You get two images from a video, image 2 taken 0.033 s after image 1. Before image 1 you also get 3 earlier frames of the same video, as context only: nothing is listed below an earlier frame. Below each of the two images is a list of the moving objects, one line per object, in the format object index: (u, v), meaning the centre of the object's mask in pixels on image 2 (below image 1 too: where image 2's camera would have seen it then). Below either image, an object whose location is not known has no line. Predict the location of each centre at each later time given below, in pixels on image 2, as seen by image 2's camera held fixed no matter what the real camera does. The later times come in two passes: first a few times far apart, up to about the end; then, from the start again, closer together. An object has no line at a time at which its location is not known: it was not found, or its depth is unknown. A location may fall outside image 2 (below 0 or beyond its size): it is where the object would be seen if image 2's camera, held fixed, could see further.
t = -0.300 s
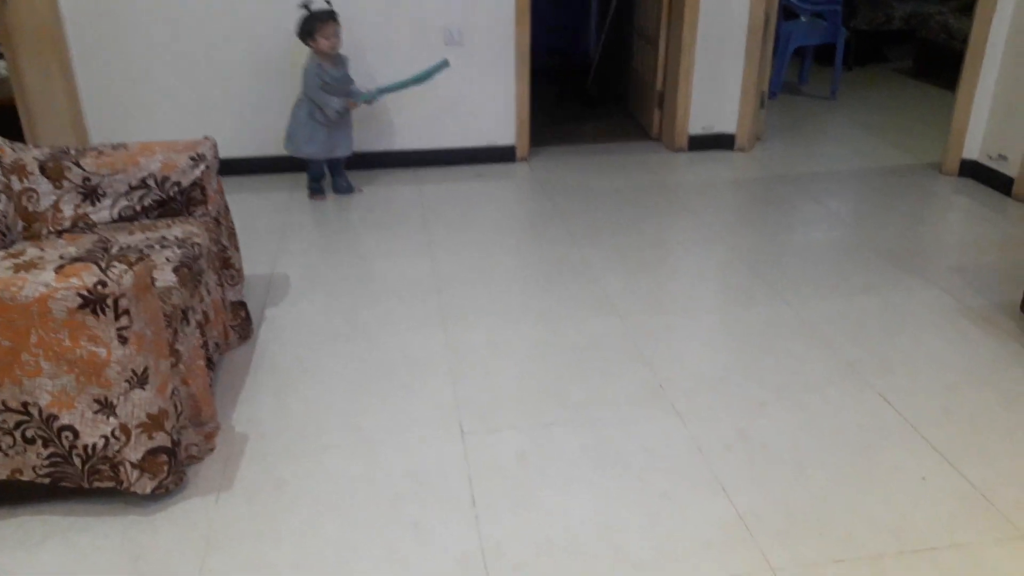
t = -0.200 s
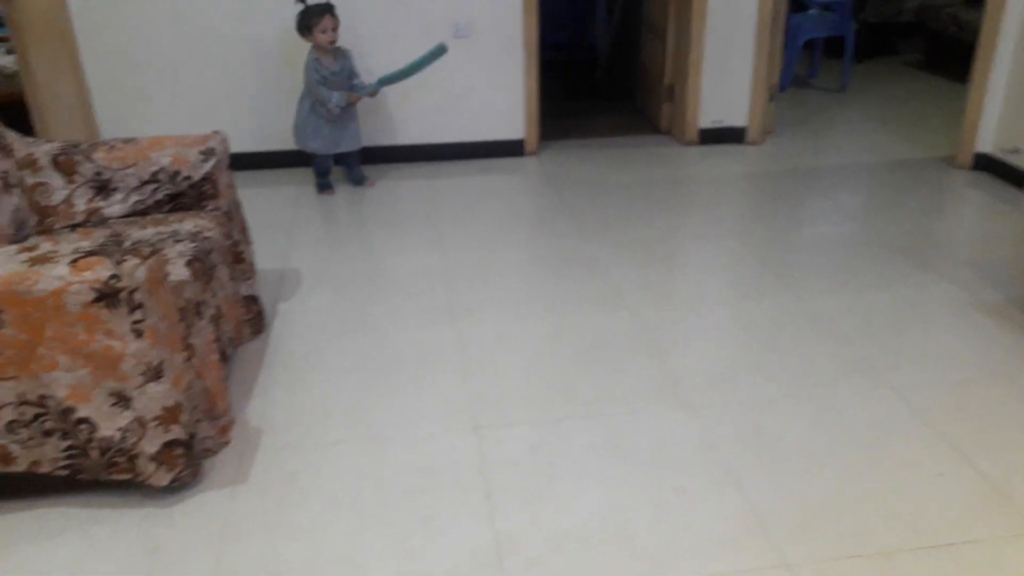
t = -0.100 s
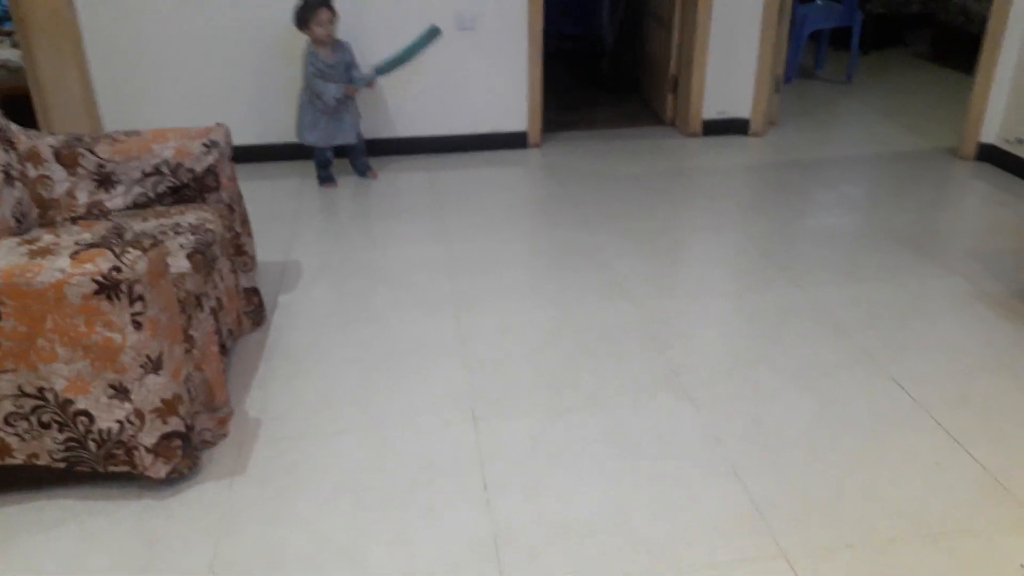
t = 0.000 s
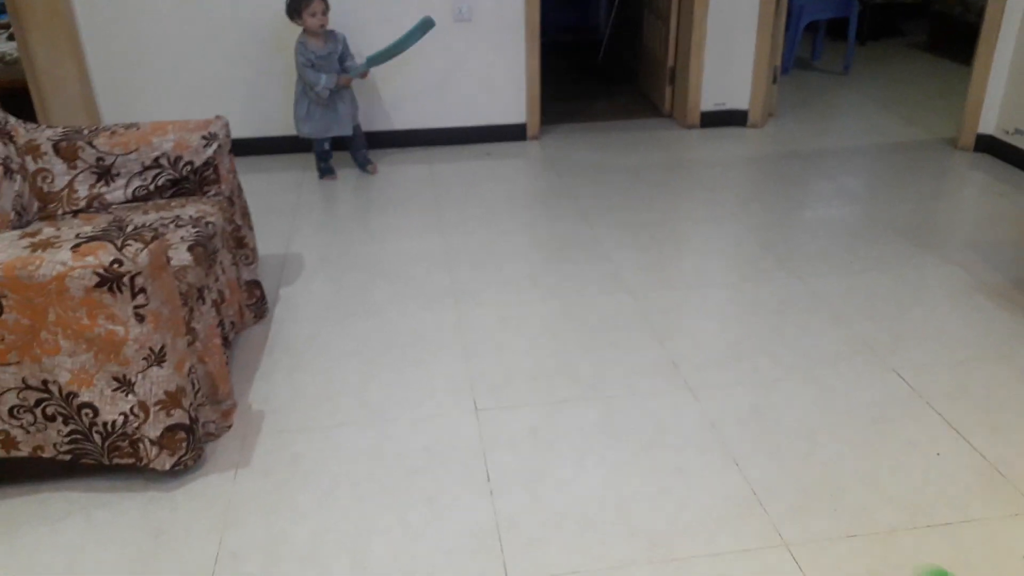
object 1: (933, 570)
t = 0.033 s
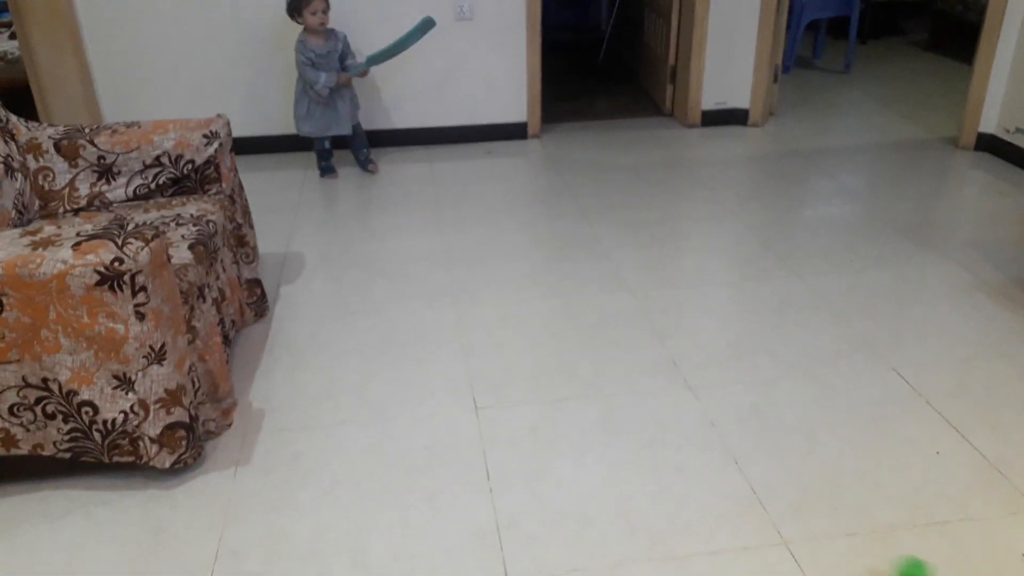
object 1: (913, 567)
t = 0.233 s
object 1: (815, 499)
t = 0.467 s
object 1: (725, 419)
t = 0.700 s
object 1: (662, 363)
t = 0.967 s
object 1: (613, 321)
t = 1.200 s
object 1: (582, 301)
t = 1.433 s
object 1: (553, 278)
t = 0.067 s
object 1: (895, 566)
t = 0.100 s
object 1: (879, 545)
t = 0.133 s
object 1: (862, 525)
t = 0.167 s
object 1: (845, 511)
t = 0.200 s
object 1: (830, 503)
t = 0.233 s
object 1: (815, 499)
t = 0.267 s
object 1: (800, 483)
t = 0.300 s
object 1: (786, 469)
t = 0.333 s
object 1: (771, 460)
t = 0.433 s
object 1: (737, 428)
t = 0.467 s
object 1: (725, 419)
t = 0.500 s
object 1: (713, 415)
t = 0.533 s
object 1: (705, 402)
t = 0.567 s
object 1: (696, 391)
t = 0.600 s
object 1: (687, 384)
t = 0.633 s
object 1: (678, 380)
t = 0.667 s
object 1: (669, 375)
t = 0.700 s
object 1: (662, 363)
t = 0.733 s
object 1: (655, 354)
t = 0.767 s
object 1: (648, 349)
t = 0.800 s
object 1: (640, 347)
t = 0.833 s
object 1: (634, 345)
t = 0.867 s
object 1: (629, 335)
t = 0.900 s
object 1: (624, 327)
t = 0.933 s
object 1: (619, 322)
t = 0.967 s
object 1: (613, 321)
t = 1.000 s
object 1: (607, 323)
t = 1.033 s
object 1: (603, 316)
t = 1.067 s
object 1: (599, 307)
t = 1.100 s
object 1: (595, 301)
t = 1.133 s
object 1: (591, 299)
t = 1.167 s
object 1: (586, 299)
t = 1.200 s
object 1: (582, 301)
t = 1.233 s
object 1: (578, 295)
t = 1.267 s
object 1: (574, 288)
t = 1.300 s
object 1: (570, 284)
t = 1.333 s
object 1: (565, 284)
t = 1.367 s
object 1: (562, 286)
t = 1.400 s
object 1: (557, 283)
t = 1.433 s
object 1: (553, 278)
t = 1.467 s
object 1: (548, 276)
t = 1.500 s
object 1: (543, 276)
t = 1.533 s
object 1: (538, 272)
